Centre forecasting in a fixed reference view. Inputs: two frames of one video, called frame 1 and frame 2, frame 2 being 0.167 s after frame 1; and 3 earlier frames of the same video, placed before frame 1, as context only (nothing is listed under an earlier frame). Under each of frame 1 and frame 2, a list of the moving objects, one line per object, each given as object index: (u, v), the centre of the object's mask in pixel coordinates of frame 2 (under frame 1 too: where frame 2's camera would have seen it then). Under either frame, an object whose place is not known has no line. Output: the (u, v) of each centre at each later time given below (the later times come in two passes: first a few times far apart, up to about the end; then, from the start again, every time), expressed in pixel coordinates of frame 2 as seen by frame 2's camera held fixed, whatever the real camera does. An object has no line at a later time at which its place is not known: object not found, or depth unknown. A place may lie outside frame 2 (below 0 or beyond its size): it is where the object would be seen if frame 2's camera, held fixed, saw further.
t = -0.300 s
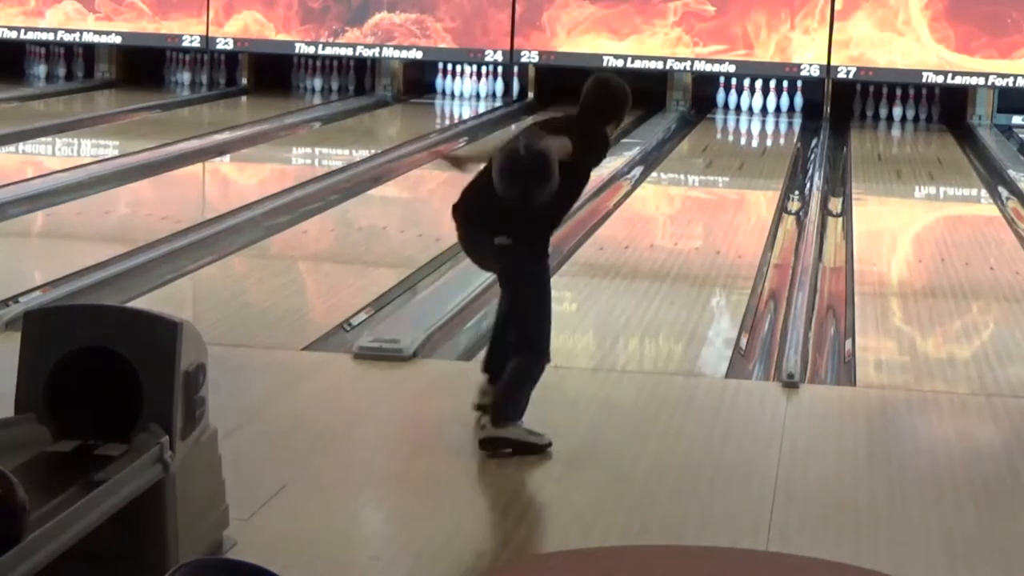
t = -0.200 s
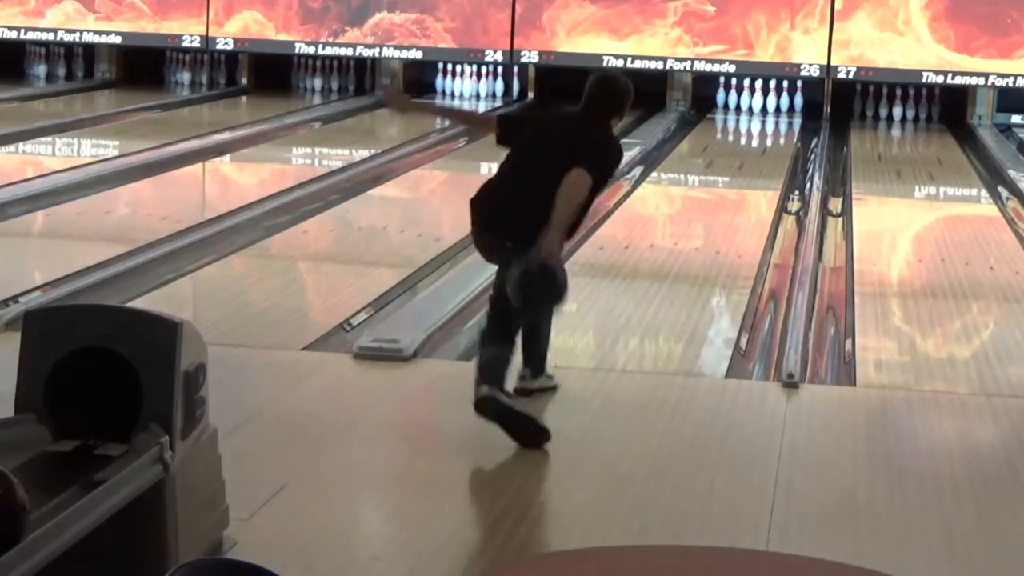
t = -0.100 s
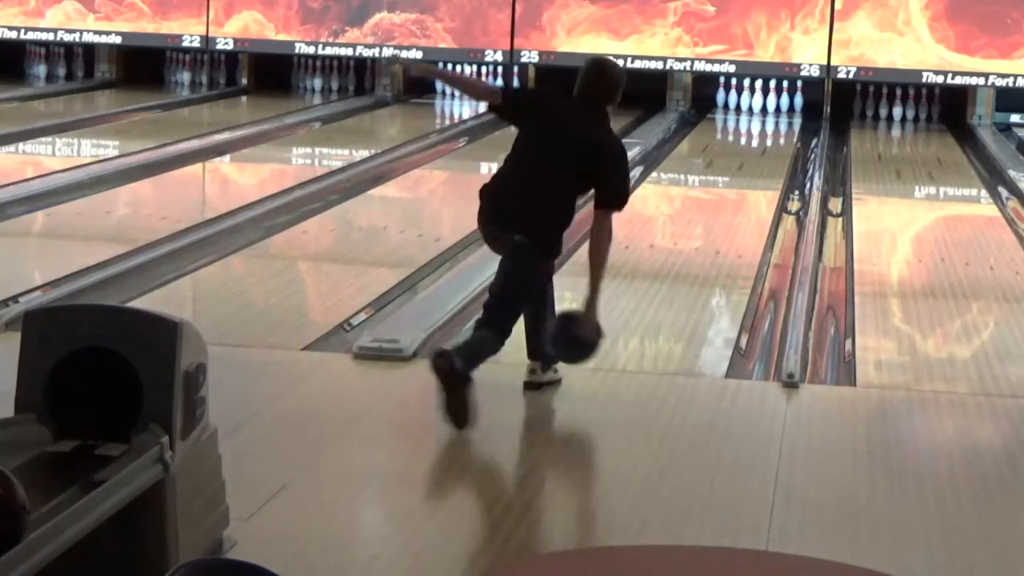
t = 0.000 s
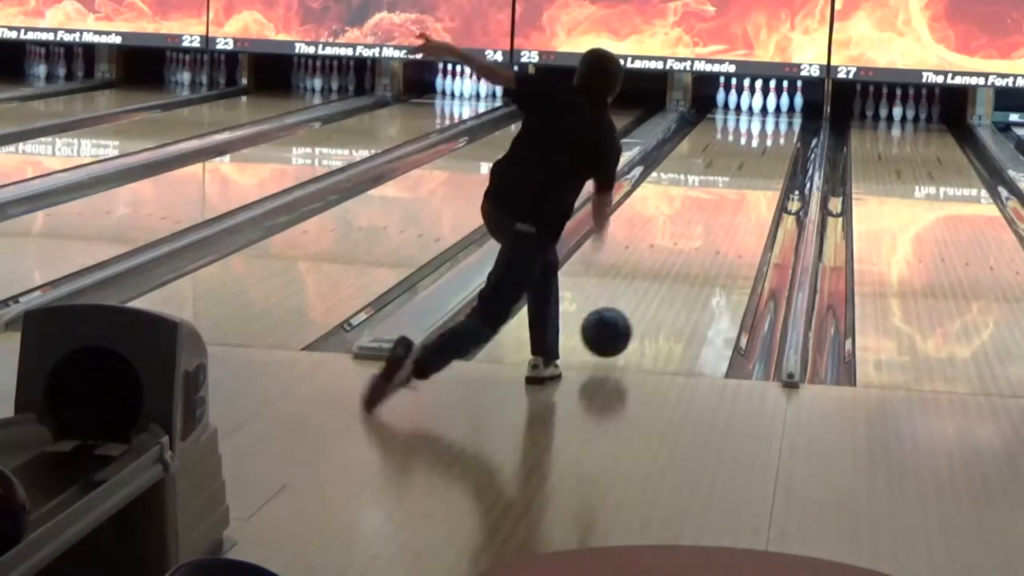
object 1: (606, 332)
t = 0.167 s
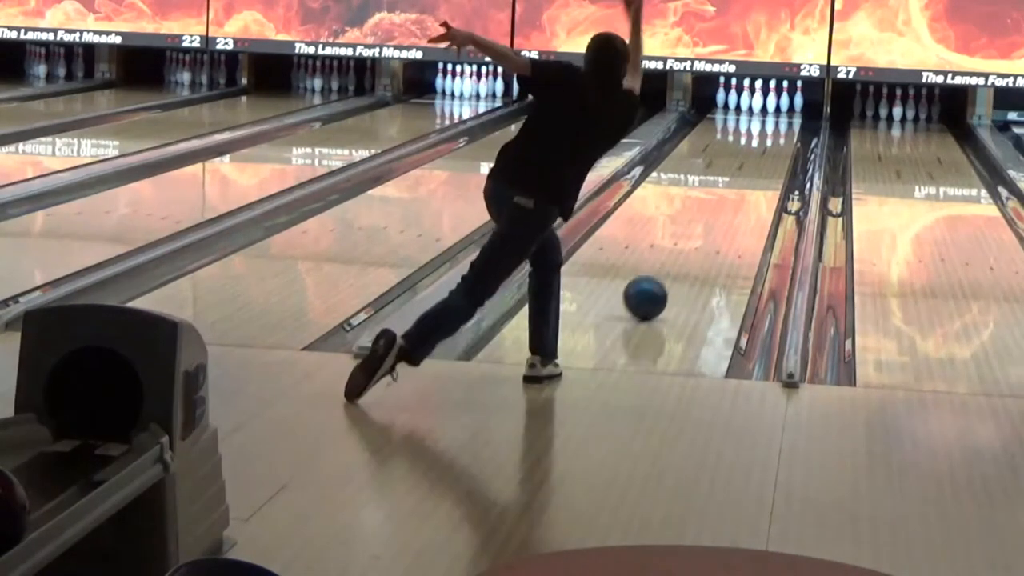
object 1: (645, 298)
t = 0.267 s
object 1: (664, 276)
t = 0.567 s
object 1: (708, 226)
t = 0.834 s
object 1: (735, 194)
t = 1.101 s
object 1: (754, 169)
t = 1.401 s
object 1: (770, 148)
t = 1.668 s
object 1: (777, 132)
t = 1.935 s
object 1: (776, 119)
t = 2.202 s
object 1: (769, 109)
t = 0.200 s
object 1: (652, 290)
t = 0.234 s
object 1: (658, 283)
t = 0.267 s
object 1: (664, 276)
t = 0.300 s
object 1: (670, 269)
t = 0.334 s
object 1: (675, 263)
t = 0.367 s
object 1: (681, 257)
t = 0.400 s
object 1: (686, 251)
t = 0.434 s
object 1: (691, 246)
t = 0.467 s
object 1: (695, 240)
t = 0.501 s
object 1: (700, 235)
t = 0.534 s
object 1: (704, 230)
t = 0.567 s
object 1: (708, 226)
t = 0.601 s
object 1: (712, 221)
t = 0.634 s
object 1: (716, 217)
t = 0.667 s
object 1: (719, 213)
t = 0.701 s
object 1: (723, 209)
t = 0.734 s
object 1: (726, 205)
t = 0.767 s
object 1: (729, 201)
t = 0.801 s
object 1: (732, 197)
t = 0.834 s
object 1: (735, 194)
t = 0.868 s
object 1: (737, 190)
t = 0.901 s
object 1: (740, 187)
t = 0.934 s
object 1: (743, 184)
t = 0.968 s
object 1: (745, 180)
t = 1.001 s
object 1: (748, 177)
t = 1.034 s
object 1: (750, 175)
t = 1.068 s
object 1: (752, 172)
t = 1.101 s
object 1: (754, 169)
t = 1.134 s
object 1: (756, 166)
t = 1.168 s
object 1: (758, 164)
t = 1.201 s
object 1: (760, 161)
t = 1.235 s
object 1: (762, 159)
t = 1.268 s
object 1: (763, 156)
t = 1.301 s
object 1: (765, 154)
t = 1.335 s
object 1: (767, 152)
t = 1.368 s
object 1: (768, 150)
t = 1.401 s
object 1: (770, 148)
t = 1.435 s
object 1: (771, 146)
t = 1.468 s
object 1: (772, 143)
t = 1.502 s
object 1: (773, 141)
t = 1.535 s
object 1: (774, 139)
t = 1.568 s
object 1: (775, 137)
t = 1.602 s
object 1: (776, 135)
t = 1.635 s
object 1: (777, 133)
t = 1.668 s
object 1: (777, 132)
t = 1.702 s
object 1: (777, 130)
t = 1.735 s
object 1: (777, 128)
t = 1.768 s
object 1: (778, 127)
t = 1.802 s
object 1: (778, 125)
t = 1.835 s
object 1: (778, 124)
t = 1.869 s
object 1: (777, 122)
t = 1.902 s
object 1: (777, 121)
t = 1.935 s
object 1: (776, 119)
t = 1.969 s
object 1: (776, 118)
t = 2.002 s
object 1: (775, 116)
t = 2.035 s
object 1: (775, 115)
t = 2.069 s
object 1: (774, 113)
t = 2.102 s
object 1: (773, 112)
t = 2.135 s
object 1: (771, 111)
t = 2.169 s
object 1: (771, 110)
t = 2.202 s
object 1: (769, 109)
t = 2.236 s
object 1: (768, 108)
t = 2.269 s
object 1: (765, 106)
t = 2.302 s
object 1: (766, 105)
